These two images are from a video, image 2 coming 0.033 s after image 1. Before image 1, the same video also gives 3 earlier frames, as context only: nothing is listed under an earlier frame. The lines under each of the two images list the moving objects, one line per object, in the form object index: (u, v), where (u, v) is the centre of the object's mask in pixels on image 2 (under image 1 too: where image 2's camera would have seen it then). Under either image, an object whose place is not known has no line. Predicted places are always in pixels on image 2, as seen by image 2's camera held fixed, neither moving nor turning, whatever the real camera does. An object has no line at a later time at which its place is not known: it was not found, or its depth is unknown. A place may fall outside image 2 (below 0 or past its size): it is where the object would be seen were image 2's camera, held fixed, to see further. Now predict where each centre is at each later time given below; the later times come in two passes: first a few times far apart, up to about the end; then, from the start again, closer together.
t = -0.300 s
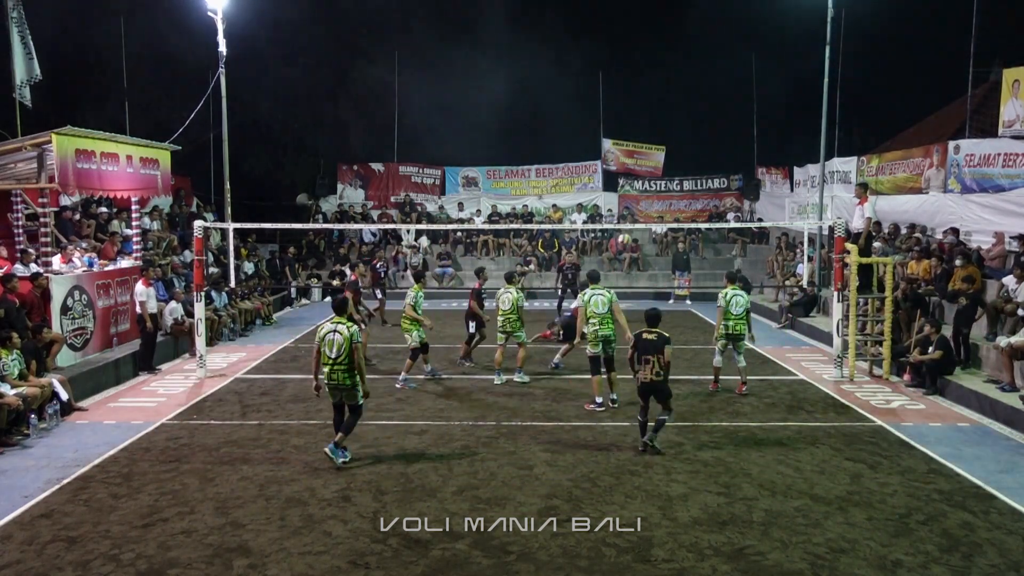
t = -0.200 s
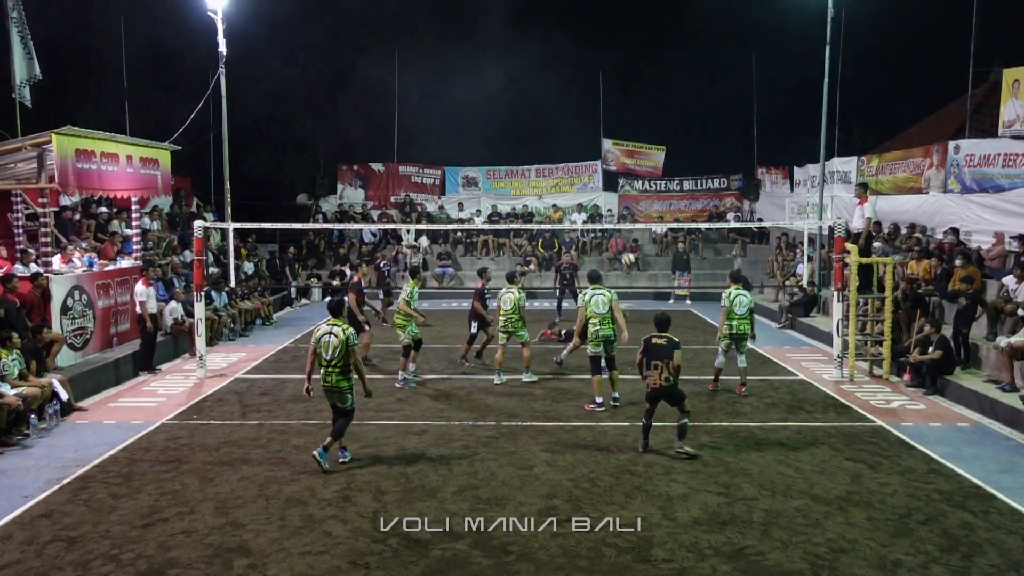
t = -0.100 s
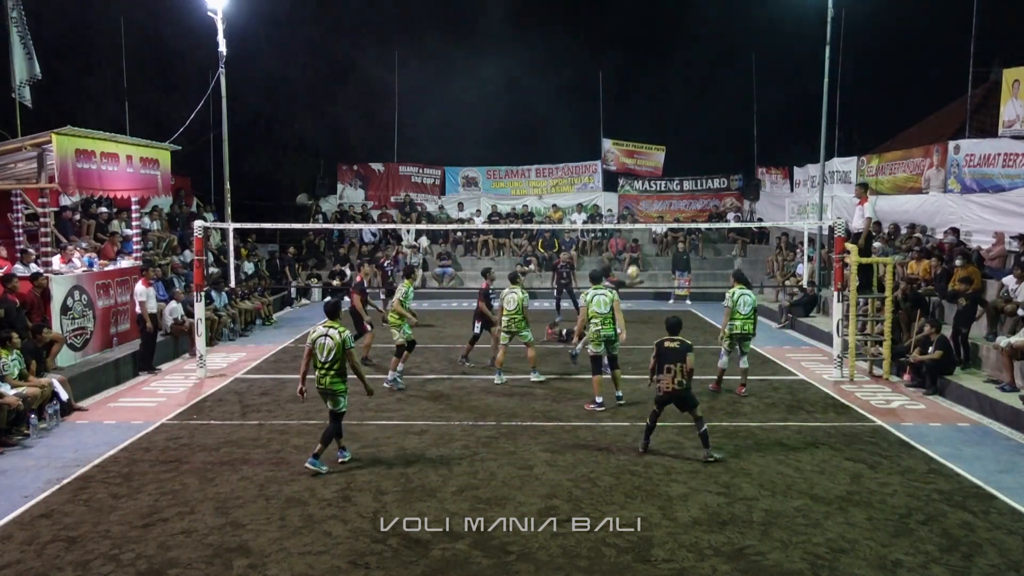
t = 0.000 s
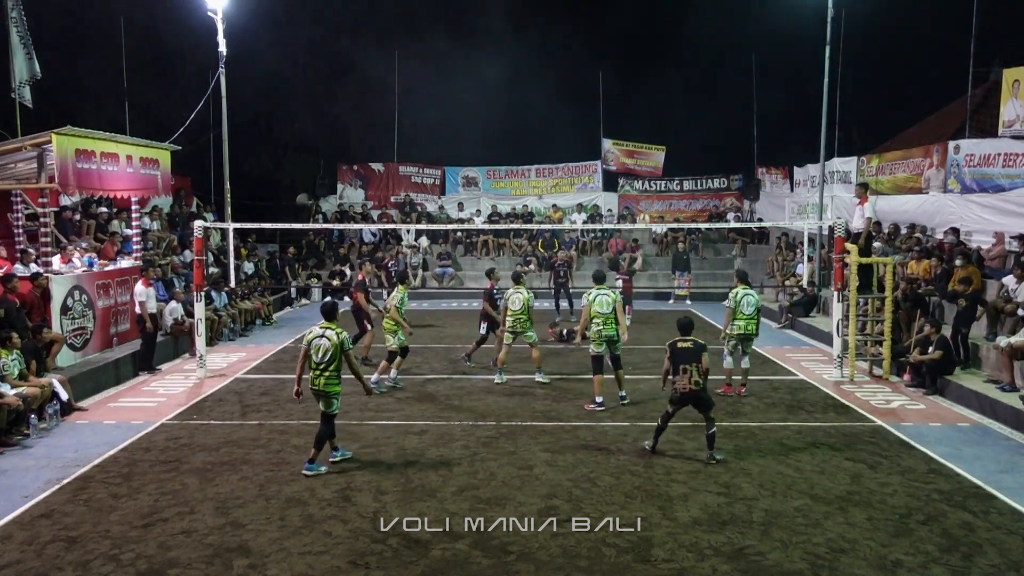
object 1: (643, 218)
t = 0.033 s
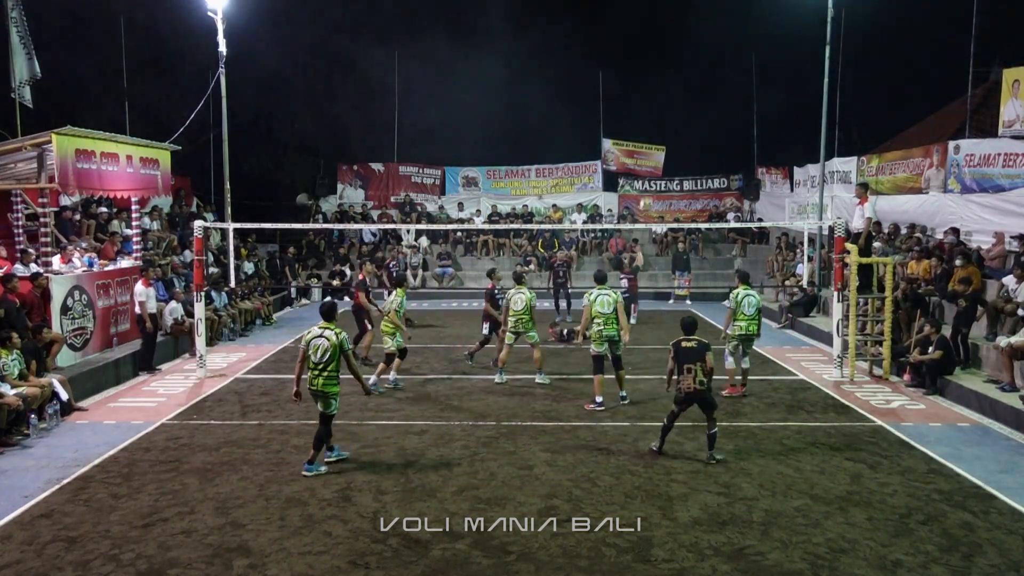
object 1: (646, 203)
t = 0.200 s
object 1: (662, 133)
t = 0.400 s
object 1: (680, 71)
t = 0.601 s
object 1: (696, 34)
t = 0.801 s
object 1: (712, 20)
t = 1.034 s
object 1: (728, 33)
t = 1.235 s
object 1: (741, 67)
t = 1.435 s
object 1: (753, 122)
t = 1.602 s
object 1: (761, 180)
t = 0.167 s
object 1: (659, 146)
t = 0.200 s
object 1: (662, 133)
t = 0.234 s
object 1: (665, 121)
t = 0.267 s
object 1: (668, 109)
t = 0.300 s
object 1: (671, 99)
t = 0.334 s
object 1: (674, 89)
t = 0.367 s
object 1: (677, 80)
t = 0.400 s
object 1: (680, 71)
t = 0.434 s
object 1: (682, 63)
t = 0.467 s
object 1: (685, 56)
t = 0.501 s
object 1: (688, 49)
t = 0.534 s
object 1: (691, 43)
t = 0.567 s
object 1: (693, 38)
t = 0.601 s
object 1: (696, 34)
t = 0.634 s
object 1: (699, 30)
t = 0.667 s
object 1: (701, 27)
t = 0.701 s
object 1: (704, 24)
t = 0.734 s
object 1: (707, 22)
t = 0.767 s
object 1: (709, 21)
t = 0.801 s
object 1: (712, 20)
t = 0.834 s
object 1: (714, 20)
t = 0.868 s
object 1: (717, 21)
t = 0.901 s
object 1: (719, 22)
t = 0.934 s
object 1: (722, 24)
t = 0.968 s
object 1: (724, 26)
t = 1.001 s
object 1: (726, 30)
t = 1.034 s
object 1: (728, 33)
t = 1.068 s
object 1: (730, 37)
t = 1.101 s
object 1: (733, 42)
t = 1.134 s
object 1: (735, 48)
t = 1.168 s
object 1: (737, 54)
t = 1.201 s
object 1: (739, 61)
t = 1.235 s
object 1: (741, 67)
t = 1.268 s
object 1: (743, 75)
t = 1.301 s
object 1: (746, 83)
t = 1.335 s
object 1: (747, 92)
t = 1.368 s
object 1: (749, 102)
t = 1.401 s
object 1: (751, 112)
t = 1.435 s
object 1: (753, 122)
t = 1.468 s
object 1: (755, 133)
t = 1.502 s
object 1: (756, 144)
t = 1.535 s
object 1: (758, 156)
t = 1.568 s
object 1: (760, 167)
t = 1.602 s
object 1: (761, 180)
